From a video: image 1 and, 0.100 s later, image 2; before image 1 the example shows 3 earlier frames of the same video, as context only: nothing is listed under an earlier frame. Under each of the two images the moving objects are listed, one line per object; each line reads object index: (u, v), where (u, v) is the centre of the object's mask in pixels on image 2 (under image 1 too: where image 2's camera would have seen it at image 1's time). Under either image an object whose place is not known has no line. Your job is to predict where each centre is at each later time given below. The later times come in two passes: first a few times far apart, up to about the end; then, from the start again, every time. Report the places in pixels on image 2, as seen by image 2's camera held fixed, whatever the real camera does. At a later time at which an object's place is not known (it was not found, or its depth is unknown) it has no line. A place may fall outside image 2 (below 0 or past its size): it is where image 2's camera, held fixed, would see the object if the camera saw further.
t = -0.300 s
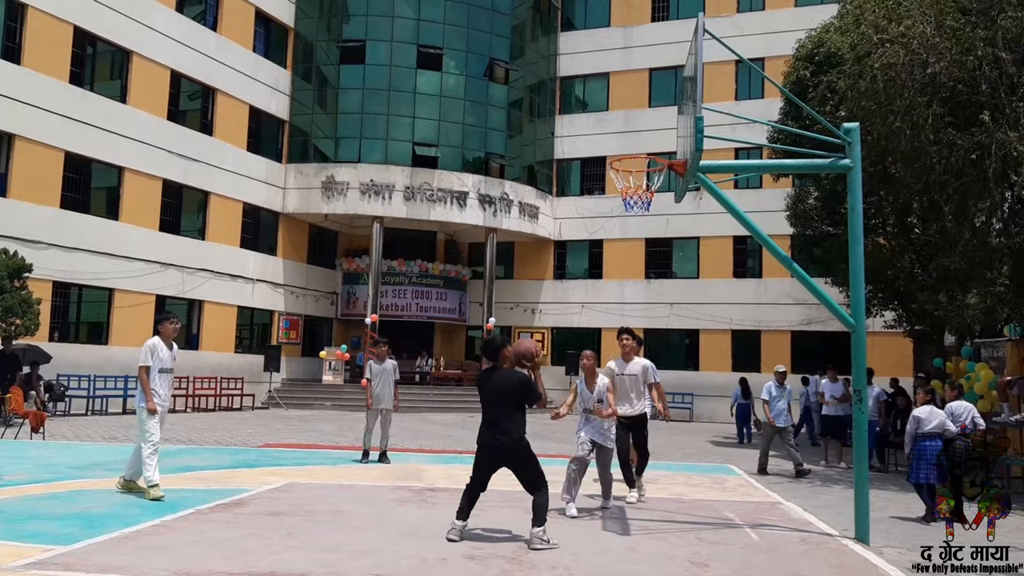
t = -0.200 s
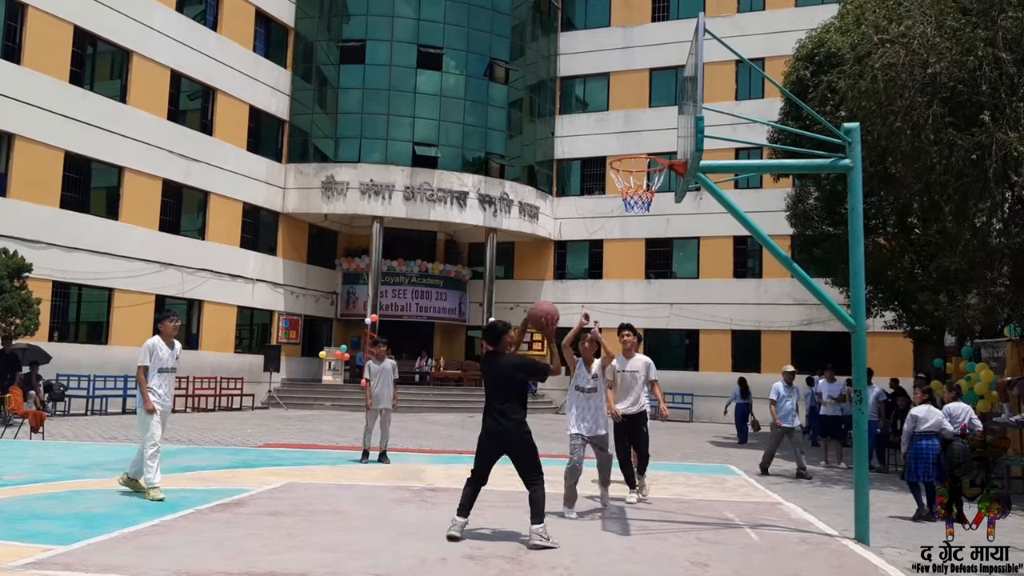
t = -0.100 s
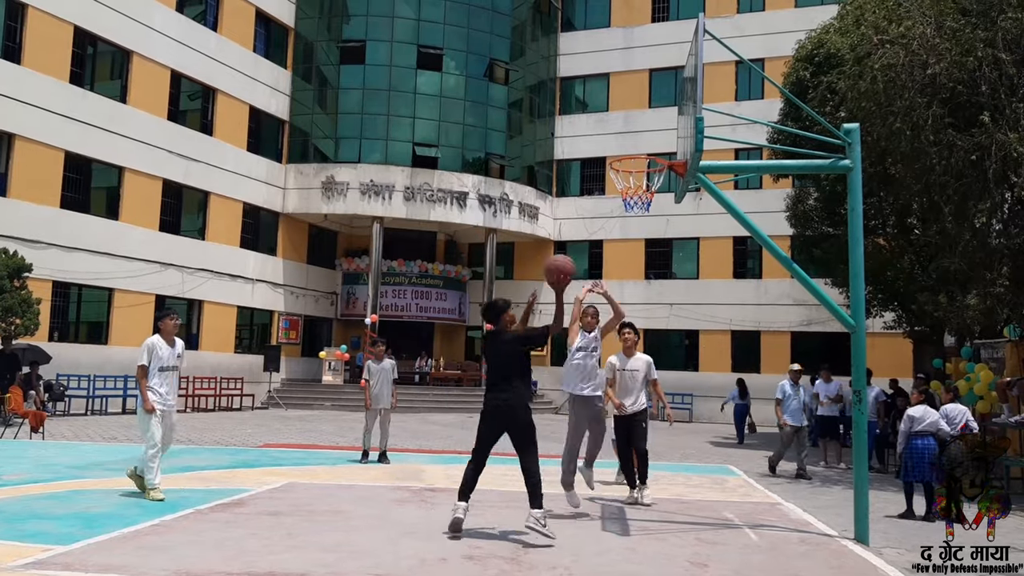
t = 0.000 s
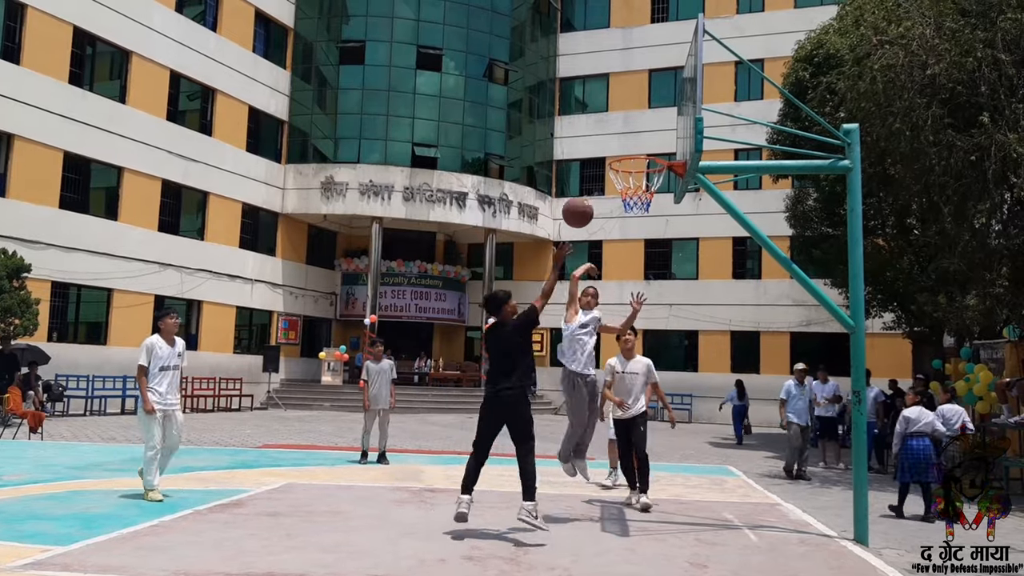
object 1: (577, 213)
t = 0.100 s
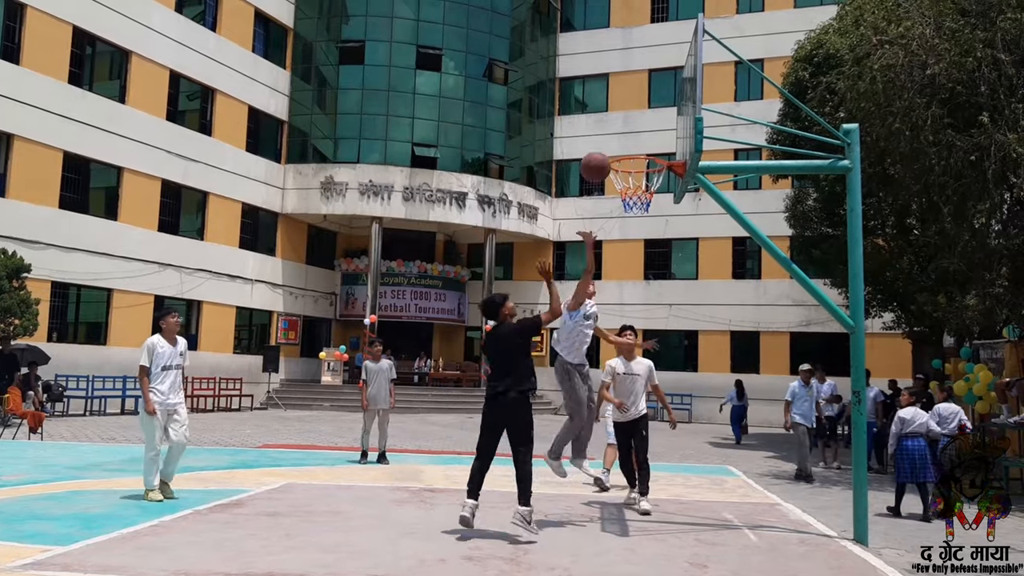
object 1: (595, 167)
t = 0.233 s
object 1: (618, 127)
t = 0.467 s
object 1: (654, 110)
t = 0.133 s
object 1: (601, 155)
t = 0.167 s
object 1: (607, 144)
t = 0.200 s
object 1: (613, 134)
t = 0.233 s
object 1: (618, 127)
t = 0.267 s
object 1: (624, 121)
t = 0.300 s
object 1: (629, 116)
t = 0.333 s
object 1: (634, 113)
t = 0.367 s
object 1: (639, 111)
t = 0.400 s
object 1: (644, 109)
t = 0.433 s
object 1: (649, 109)
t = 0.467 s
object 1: (654, 110)
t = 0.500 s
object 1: (658, 114)
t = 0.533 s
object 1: (663, 117)
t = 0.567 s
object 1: (668, 123)
